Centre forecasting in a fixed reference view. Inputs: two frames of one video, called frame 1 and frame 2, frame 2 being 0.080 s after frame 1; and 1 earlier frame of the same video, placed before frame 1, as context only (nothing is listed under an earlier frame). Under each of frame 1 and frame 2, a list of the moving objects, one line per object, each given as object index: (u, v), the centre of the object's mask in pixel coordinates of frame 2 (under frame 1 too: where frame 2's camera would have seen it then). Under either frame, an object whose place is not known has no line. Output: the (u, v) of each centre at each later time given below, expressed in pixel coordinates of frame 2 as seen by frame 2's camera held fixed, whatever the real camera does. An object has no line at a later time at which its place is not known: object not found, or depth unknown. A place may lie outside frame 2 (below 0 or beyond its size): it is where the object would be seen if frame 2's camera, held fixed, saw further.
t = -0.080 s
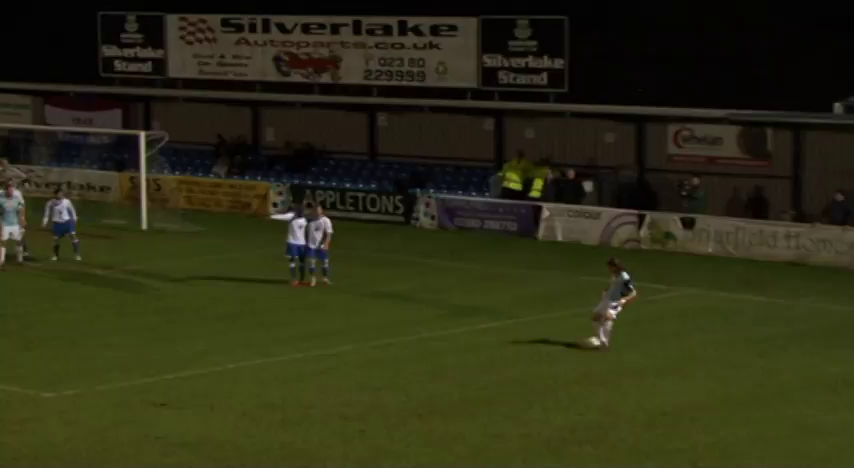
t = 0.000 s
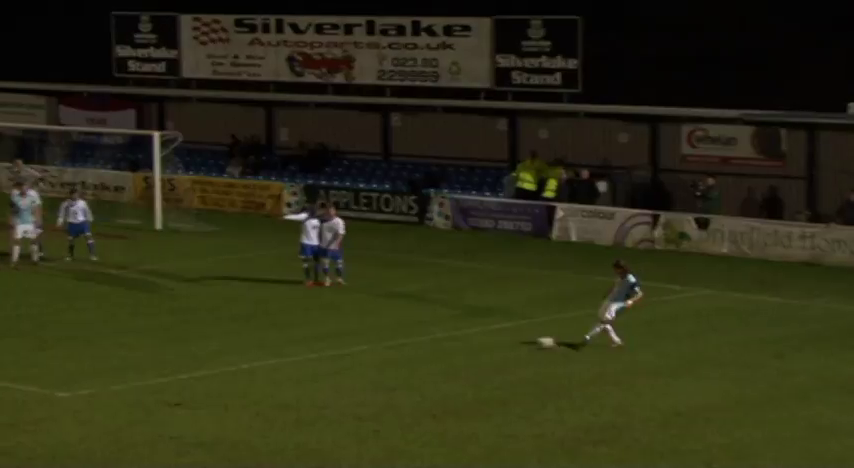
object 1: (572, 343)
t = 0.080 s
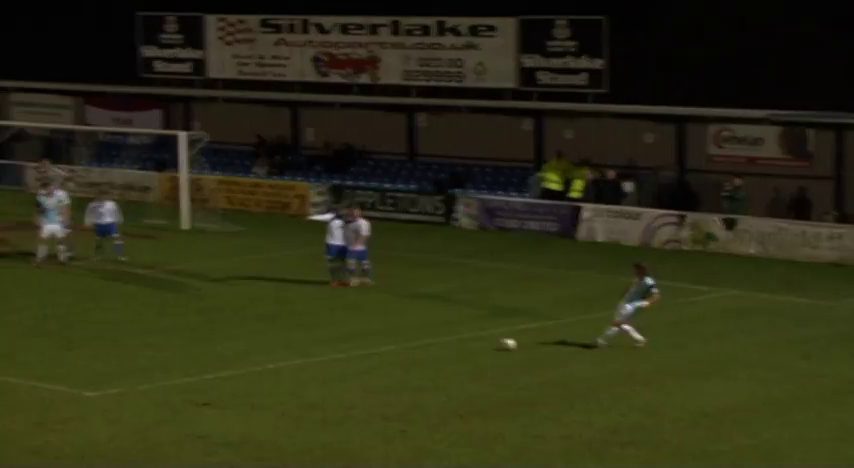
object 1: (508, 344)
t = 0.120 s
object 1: (478, 342)
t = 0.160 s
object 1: (448, 342)
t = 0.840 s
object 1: (24, 341)
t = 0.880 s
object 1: (4, 340)
